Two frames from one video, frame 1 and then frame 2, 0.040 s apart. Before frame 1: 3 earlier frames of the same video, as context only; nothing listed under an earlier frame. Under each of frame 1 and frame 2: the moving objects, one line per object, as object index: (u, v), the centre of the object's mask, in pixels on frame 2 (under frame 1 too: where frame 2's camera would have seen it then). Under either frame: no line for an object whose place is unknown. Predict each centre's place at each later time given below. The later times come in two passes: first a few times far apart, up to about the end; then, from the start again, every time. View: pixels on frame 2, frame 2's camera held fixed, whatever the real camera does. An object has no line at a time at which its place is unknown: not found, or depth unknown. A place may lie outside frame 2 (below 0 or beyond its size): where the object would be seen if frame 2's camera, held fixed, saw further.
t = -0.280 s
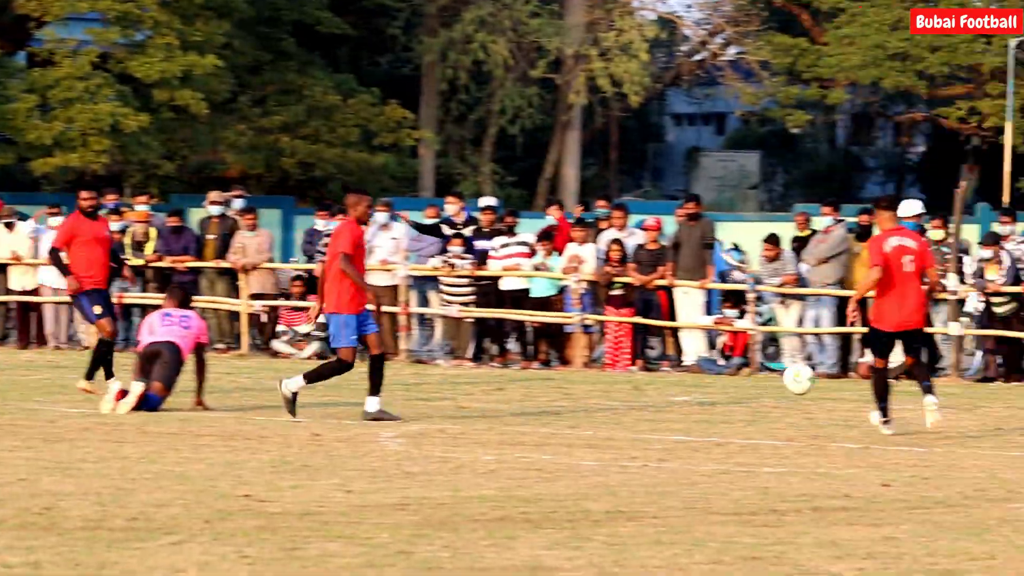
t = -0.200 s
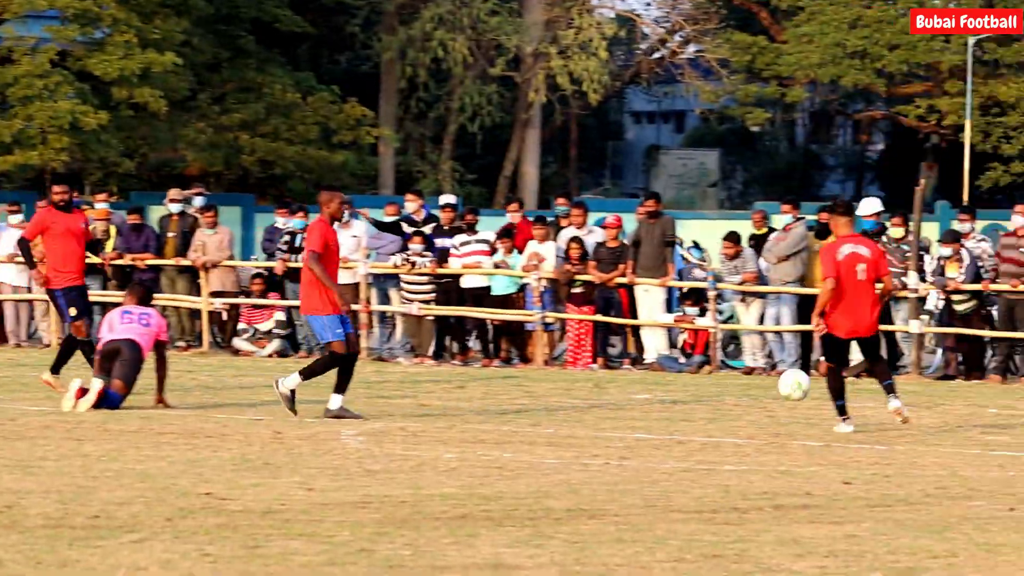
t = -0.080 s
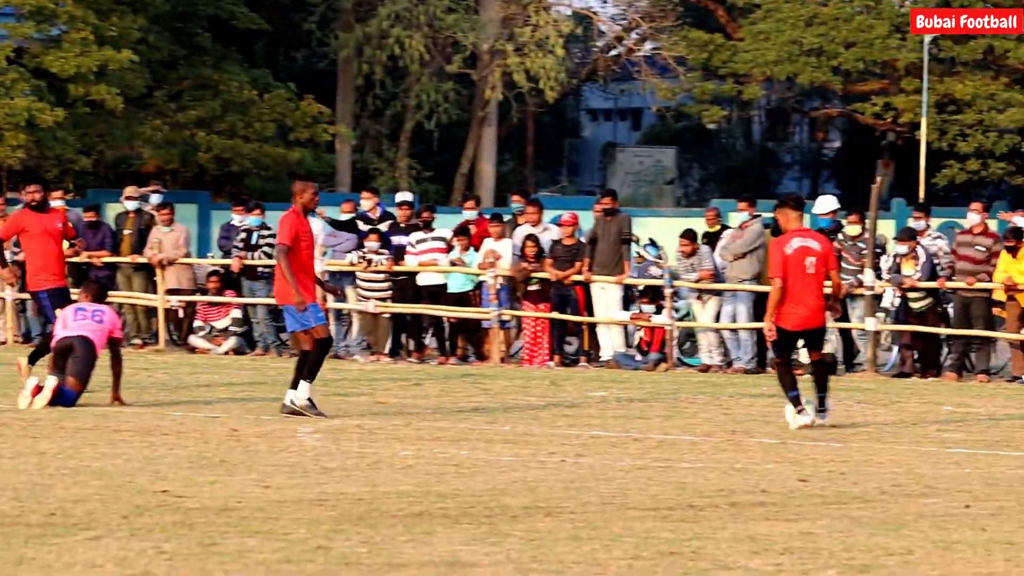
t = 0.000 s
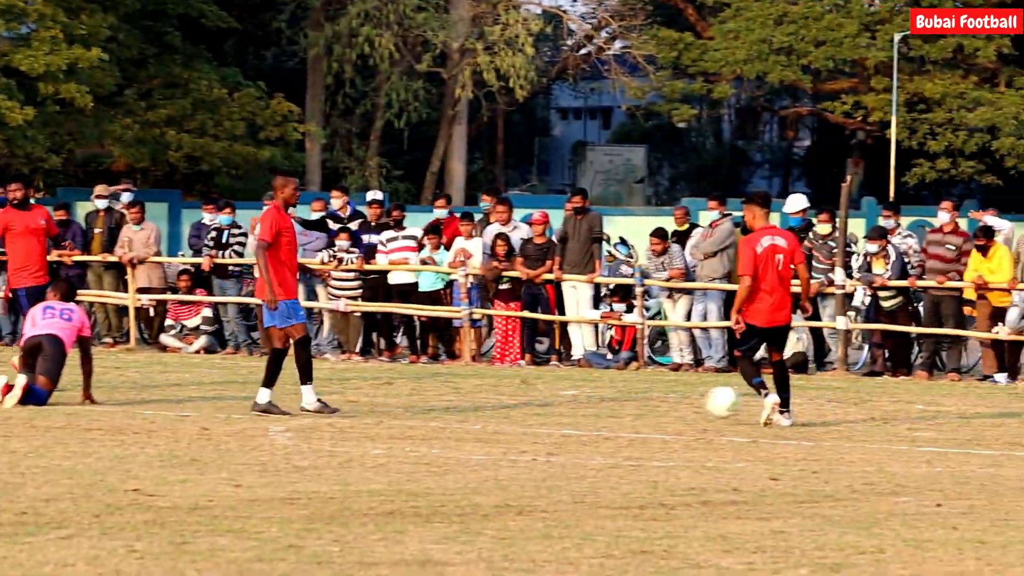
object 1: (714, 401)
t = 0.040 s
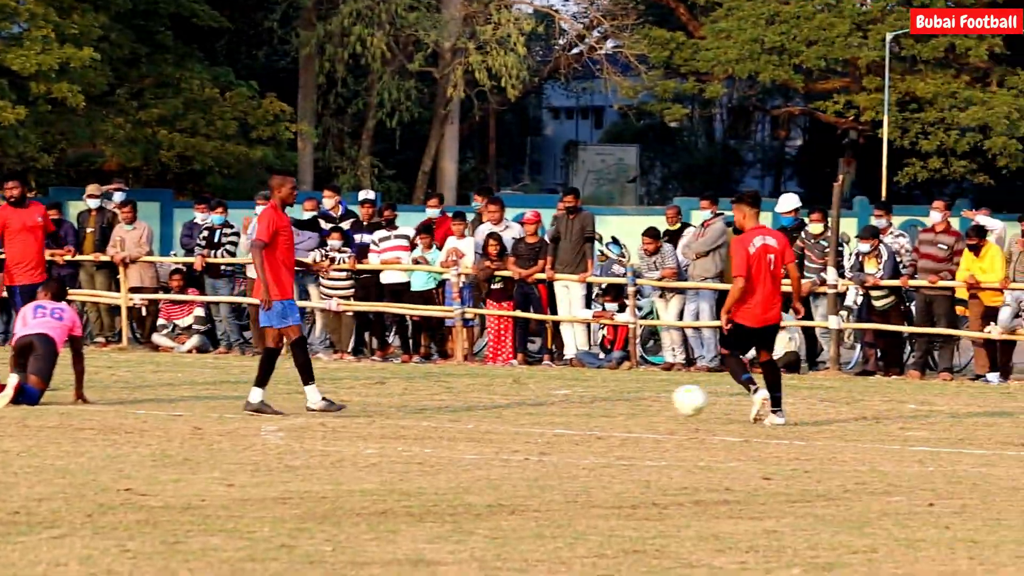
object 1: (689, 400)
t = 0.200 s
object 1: (600, 401)
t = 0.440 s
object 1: (518, 403)
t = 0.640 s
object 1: (466, 403)
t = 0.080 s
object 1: (663, 401)
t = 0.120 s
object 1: (638, 404)
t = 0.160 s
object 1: (617, 404)
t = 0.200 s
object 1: (600, 401)
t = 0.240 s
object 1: (583, 400)
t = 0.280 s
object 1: (565, 401)
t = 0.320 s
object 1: (548, 405)
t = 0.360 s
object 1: (538, 402)
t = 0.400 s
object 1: (528, 402)
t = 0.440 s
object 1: (518, 403)
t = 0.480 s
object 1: (508, 404)
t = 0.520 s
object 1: (498, 403)
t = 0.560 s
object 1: (487, 403)
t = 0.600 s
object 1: (476, 402)
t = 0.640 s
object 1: (466, 403)
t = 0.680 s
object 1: (456, 402)
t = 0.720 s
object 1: (447, 402)
